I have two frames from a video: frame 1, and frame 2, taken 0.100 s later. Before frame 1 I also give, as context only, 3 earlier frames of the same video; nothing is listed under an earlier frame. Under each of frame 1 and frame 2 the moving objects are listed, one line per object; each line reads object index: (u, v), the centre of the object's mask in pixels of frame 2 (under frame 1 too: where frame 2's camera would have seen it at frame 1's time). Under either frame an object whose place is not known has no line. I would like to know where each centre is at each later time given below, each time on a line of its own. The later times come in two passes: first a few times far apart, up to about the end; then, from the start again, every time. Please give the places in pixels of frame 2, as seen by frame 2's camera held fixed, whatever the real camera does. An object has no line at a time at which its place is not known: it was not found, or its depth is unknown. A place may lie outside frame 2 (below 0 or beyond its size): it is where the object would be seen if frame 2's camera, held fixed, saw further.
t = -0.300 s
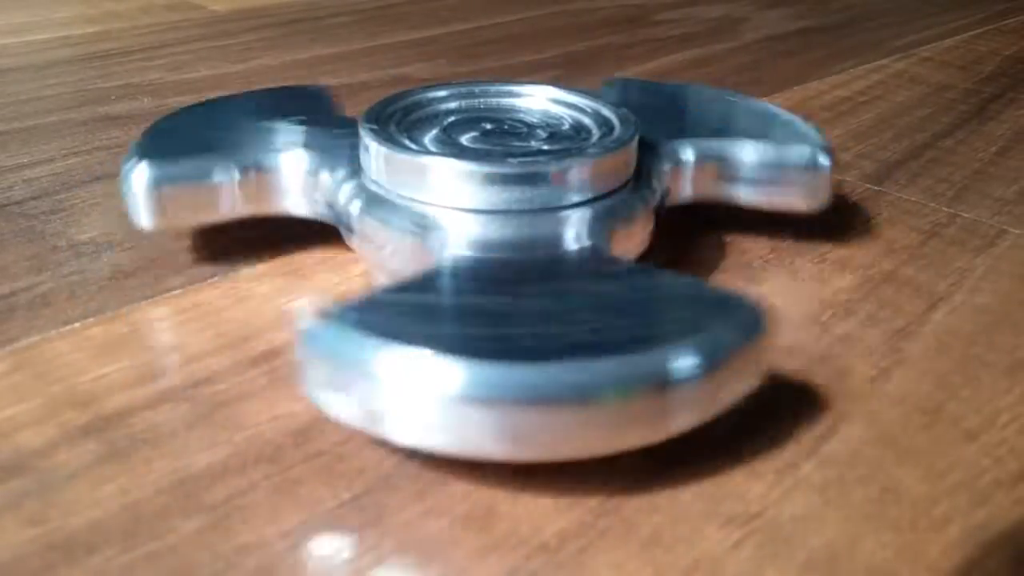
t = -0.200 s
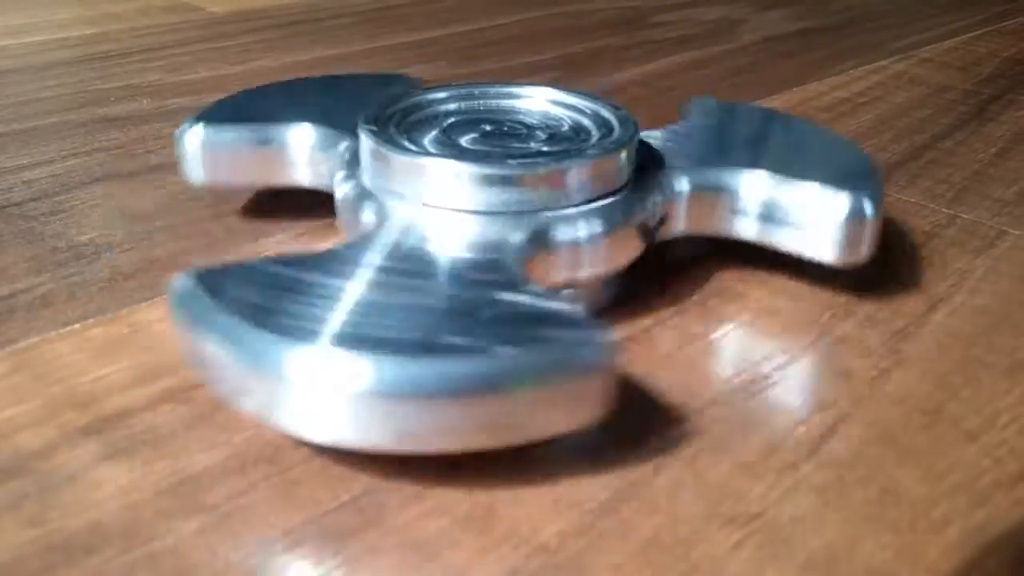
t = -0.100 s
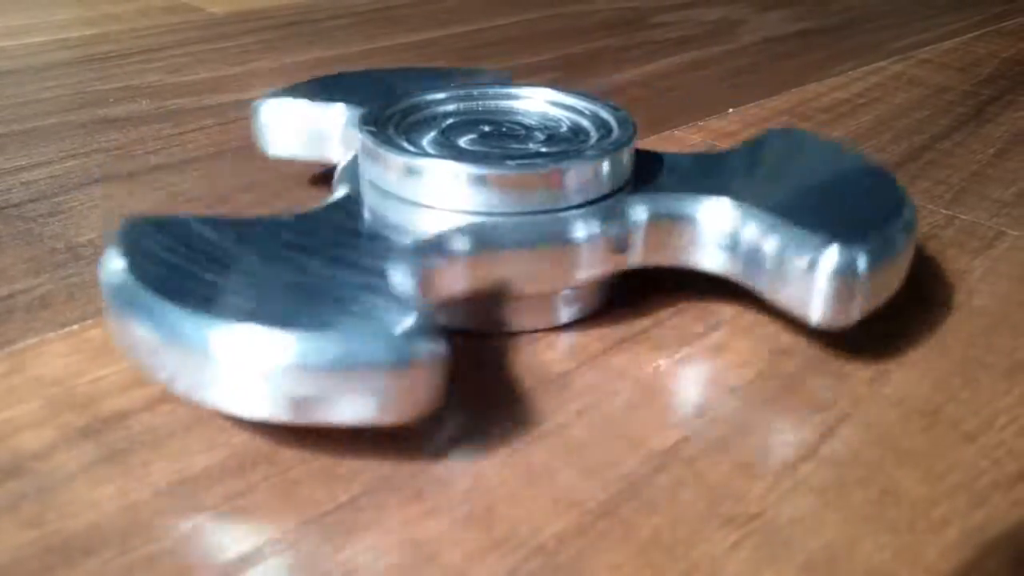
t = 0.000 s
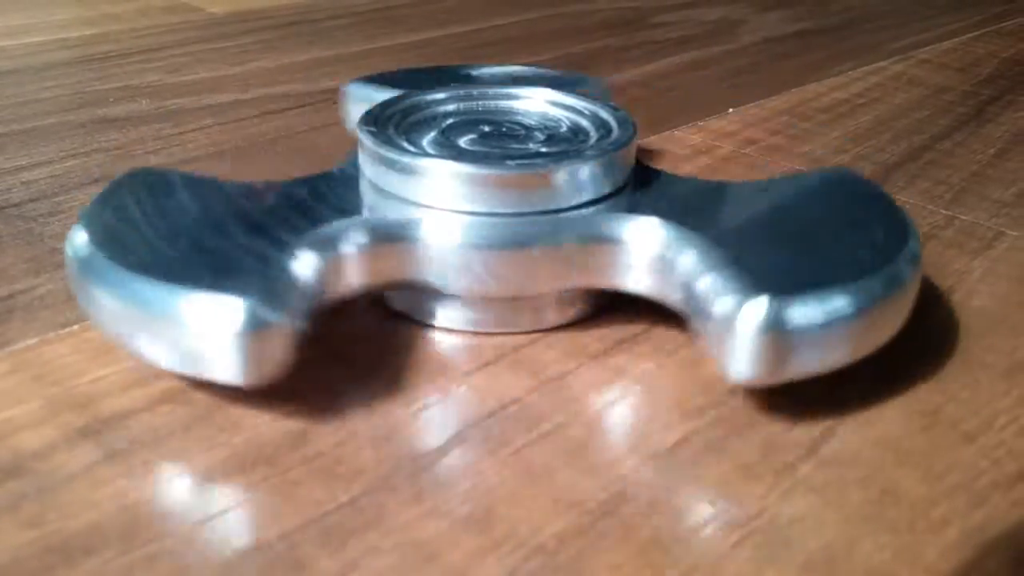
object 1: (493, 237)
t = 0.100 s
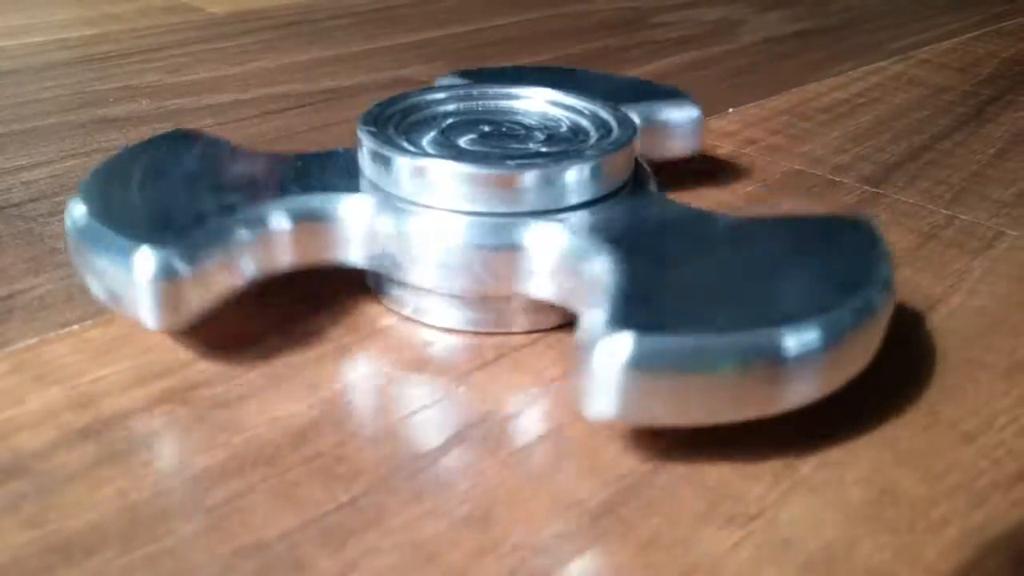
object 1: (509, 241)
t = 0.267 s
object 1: (499, 251)
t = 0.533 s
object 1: (483, 238)
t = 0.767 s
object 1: (512, 246)
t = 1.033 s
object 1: (475, 246)
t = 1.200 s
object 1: (493, 238)
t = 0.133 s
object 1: (512, 243)
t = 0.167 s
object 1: (512, 246)
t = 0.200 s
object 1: (510, 248)
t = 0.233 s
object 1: (505, 250)
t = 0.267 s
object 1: (499, 251)
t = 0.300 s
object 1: (492, 251)
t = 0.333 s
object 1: (484, 249)
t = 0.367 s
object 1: (478, 248)
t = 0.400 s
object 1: (476, 246)
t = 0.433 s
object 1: (475, 244)
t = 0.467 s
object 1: (476, 241)
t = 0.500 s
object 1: (479, 239)
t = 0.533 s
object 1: (483, 238)
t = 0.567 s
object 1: (489, 238)
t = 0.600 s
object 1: (497, 239)
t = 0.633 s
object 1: (502, 238)
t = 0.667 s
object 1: (508, 239)
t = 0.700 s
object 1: (511, 242)
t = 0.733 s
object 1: (513, 244)
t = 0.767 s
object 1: (512, 246)
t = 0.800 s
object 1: (509, 249)
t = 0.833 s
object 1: (505, 250)
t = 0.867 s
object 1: (499, 251)
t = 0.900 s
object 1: (493, 251)
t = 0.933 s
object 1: (487, 251)
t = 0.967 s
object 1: (480, 249)
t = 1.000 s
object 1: (477, 248)
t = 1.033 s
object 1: (475, 246)
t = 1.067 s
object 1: (475, 243)
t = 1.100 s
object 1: (477, 241)
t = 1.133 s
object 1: (482, 240)
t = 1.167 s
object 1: (487, 239)
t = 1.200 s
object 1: (493, 238)
